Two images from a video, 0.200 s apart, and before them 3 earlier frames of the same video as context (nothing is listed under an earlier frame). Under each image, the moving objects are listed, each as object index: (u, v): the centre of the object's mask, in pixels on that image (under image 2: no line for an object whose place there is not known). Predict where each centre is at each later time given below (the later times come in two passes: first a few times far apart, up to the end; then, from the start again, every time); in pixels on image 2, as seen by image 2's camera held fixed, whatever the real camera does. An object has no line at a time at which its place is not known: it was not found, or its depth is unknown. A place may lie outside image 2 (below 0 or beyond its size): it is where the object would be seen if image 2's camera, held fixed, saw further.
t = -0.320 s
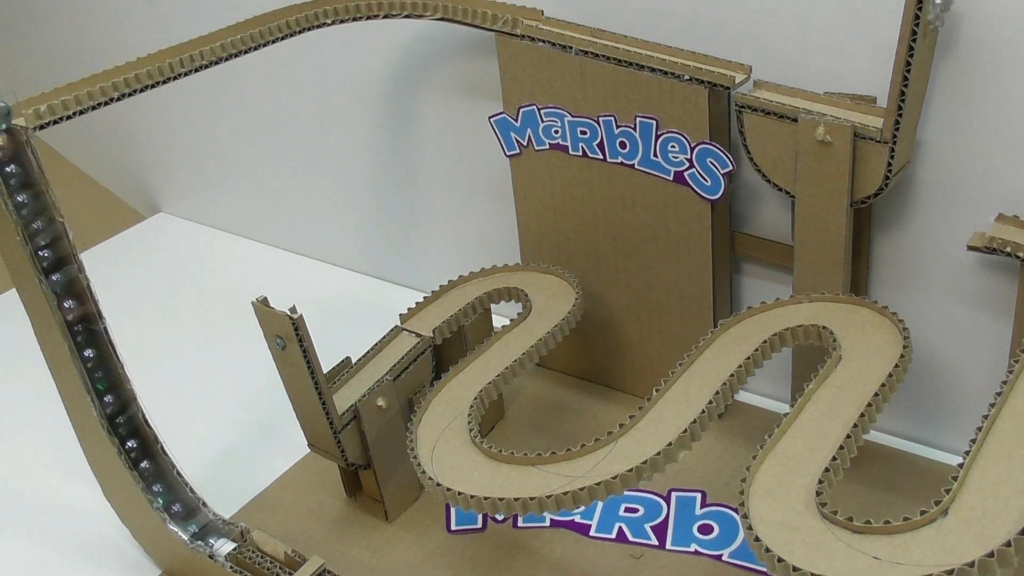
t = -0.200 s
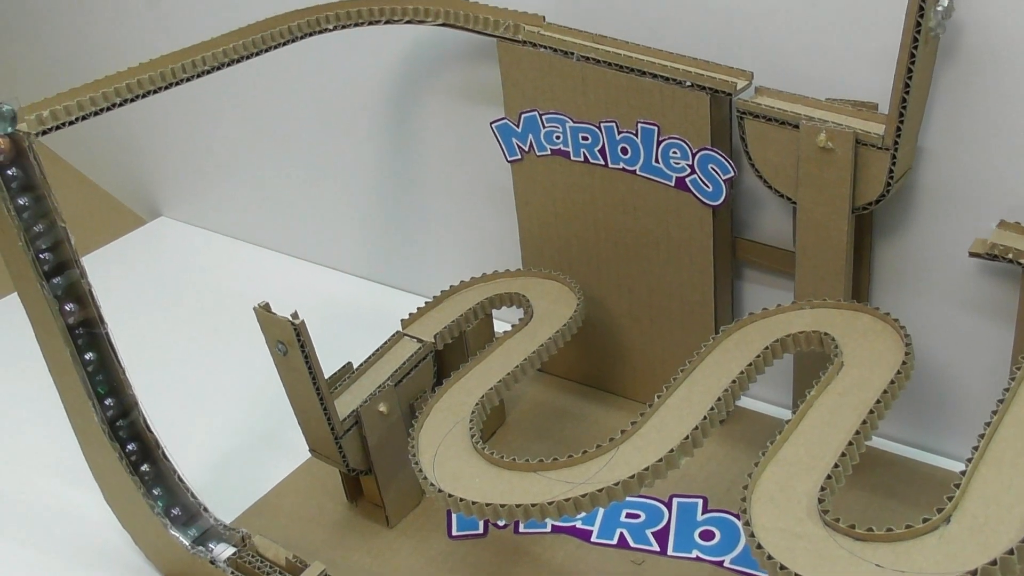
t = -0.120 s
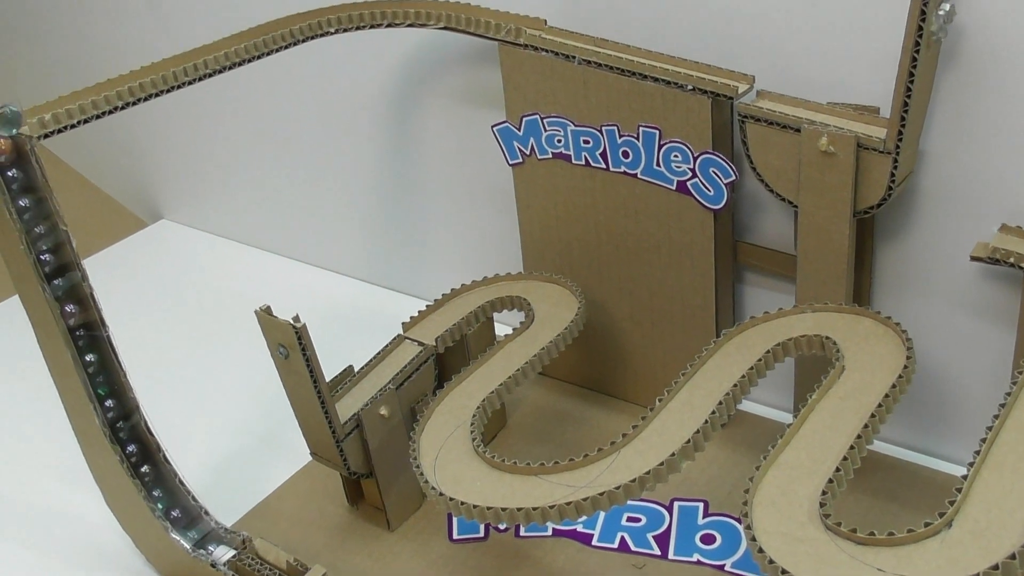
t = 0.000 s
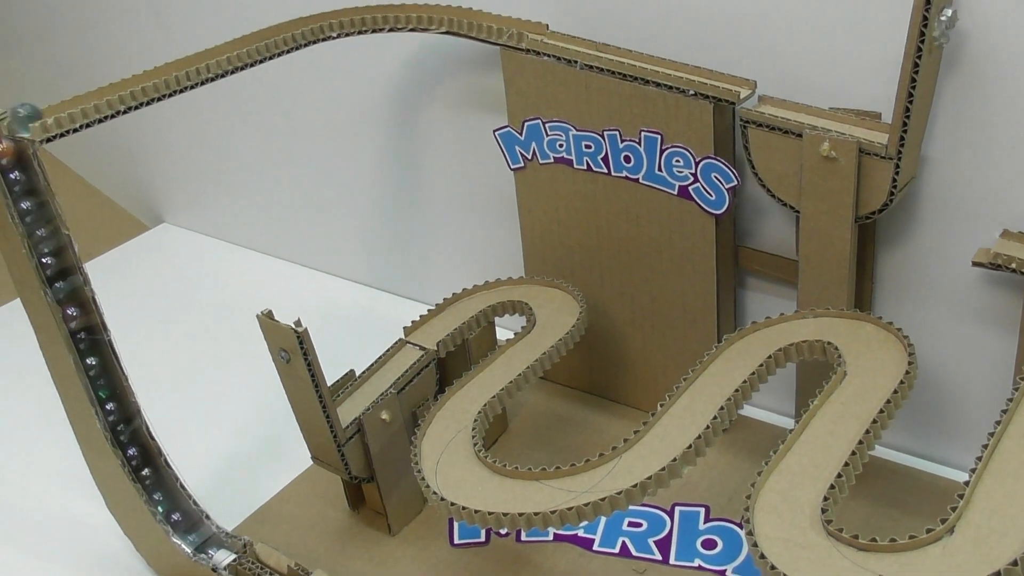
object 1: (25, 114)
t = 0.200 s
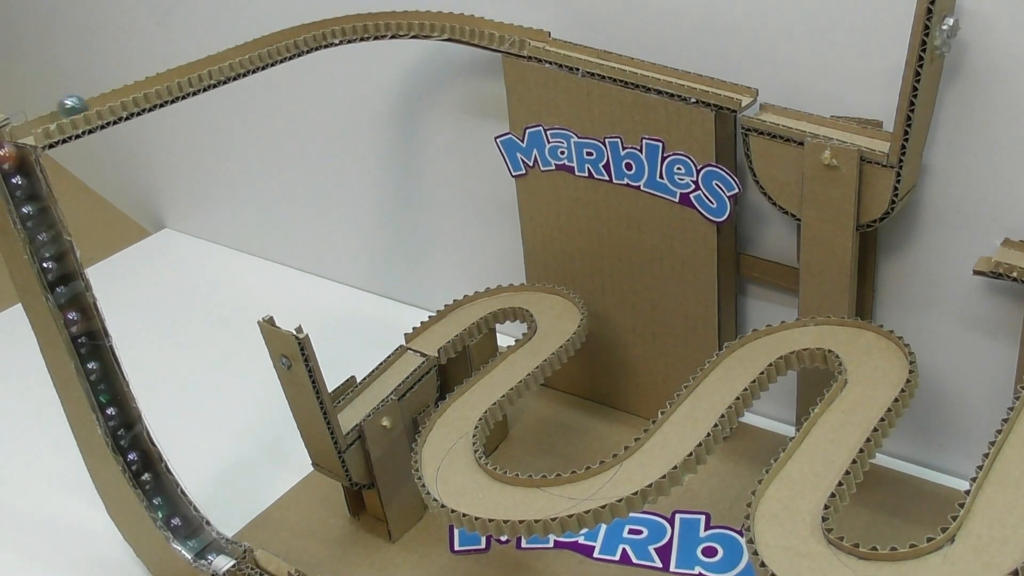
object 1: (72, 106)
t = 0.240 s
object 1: (80, 103)
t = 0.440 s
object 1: (124, 87)
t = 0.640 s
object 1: (172, 70)
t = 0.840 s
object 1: (225, 52)
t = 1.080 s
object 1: (290, 31)
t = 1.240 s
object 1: (343, 17)
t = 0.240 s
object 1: (80, 103)
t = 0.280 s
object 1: (89, 100)
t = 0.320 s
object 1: (98, 96)
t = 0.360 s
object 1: (106, 93)
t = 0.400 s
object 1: (116, 90)
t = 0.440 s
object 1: (124, 87)
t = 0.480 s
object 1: (134, 84)
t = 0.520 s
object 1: (143, 81)
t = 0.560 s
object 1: (152, 77)
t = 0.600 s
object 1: (162, 74)
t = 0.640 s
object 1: (172, 70)
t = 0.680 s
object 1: (183, 67)
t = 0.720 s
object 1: (193, 63)
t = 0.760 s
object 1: (203, 60)
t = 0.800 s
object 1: (213, 57)
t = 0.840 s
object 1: (225, 52)
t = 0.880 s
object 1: (236, 49)
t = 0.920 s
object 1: (248, 45)
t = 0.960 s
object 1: (258, 42)
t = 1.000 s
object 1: (268, 38)
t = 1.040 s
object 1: (278, 35)
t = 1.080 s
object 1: (290, 31)
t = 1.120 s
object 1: (302, 27)
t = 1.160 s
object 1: (315, 23)
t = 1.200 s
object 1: (328, 19)
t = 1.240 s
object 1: (343, 17)
